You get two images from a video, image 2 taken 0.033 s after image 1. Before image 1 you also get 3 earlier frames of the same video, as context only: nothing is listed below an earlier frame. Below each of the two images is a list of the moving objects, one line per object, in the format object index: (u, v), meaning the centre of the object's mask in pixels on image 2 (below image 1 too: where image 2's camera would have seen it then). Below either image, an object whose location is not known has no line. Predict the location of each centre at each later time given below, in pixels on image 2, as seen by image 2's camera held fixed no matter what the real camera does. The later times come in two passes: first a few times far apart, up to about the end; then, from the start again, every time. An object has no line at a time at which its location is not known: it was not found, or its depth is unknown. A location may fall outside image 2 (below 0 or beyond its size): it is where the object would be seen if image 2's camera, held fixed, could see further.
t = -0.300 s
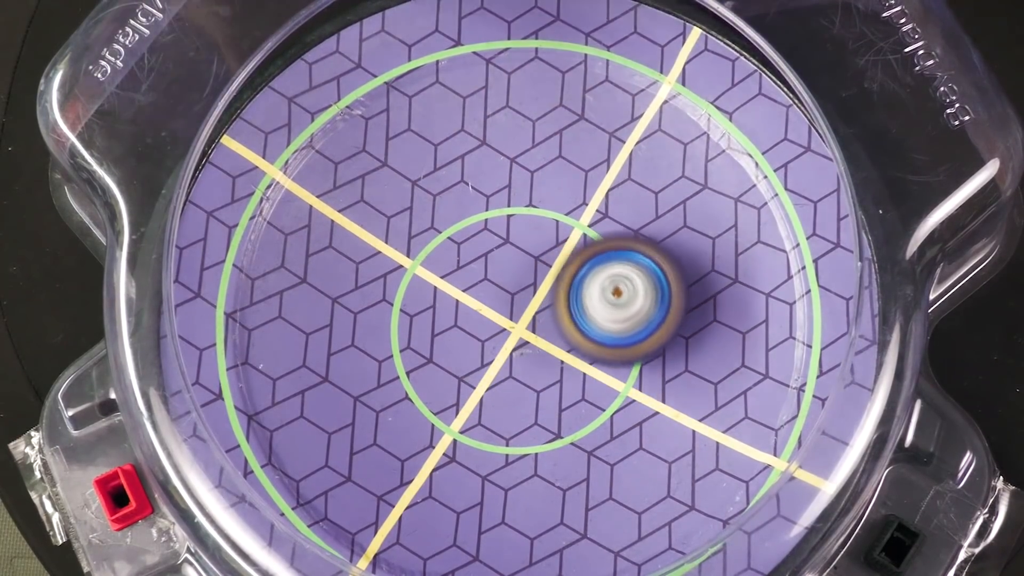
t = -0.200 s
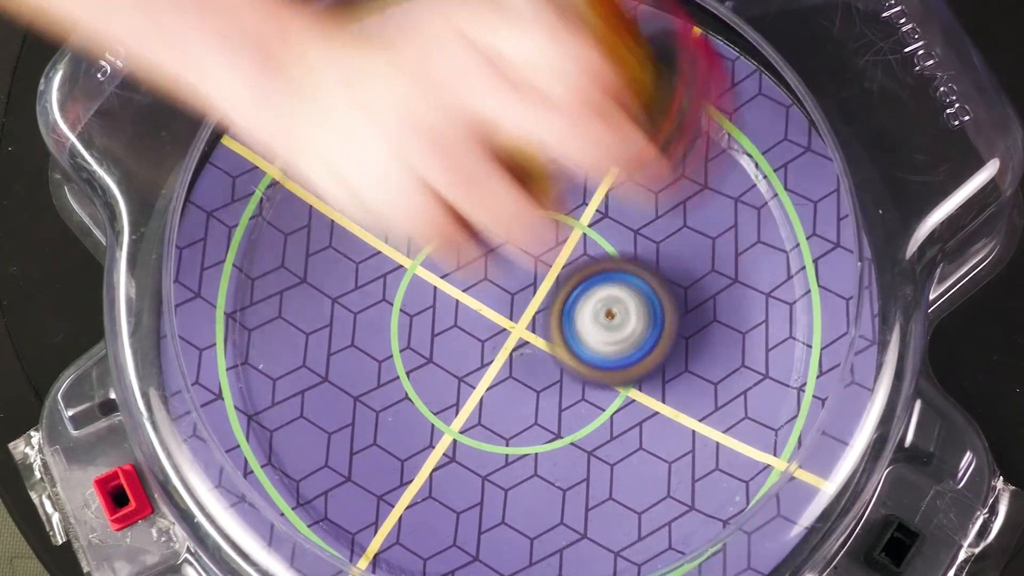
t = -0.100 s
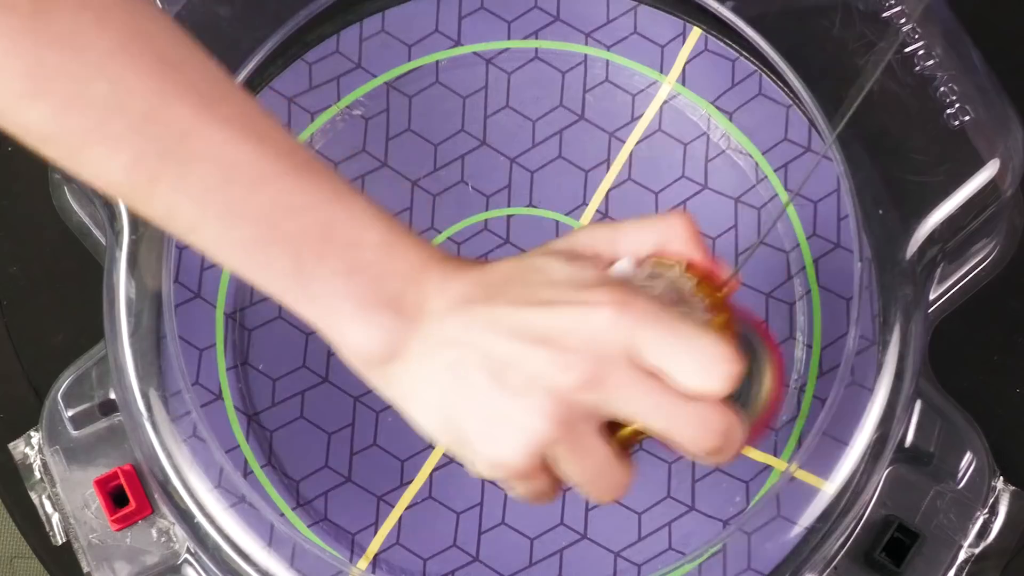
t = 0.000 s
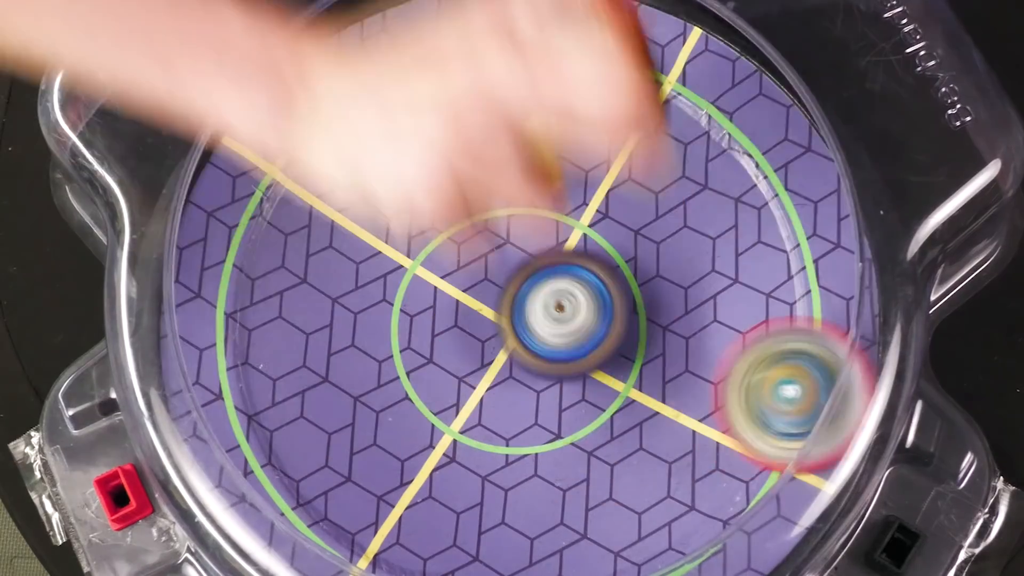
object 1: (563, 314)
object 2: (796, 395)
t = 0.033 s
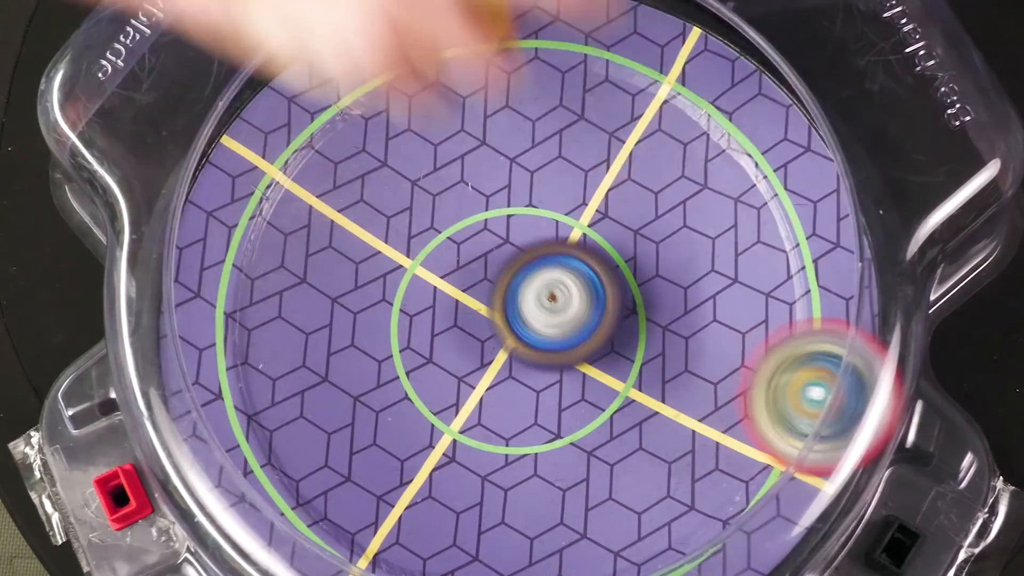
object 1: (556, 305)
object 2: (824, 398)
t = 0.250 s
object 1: (541, 225)
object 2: (800, 445)
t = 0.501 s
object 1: (612, 205)
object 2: (749, 517)
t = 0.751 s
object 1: (608, 314)
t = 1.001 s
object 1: (446, 294)
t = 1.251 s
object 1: (375, 113)
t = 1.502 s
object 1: (574, 108)
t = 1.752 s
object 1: (597, 331)
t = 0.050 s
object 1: (553, 299)
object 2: (825, 398)
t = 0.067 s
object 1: (548, 292)
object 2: (822, 397)
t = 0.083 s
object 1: (546, 287)
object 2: (818, 398)
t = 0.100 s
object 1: (544, 280)
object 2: (818, 400)
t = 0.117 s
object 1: (541, 275)
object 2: (820, 401)
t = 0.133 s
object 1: (539, 269)
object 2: (821, 403)
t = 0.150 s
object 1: (538, 262)
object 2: (821, 406)
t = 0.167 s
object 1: (537, 256)
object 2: (818, 411)
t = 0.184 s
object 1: (537, 249)
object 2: (816, 418)
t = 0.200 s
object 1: (537, 242)
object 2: (815, 425)
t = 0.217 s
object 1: (538, 236)
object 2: (813, 431)
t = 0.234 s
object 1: (539, 230)
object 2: (807, 438)
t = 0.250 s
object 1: (541, 225)
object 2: (800, 445)
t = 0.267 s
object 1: (544, 220)
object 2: (798, 455)
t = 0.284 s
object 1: (547, 215)
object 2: (796, 464)
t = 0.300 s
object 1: (549, 211)
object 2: (792, 471)
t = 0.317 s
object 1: (552, 207)
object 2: (787, 478)
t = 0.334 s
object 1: (556, 203)
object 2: (783, 484)
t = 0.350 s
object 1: (561, 201)
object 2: (779, 490)
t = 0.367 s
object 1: (565, 198)
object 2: (774, 496)
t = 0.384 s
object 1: (570, 197)
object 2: (770, 501)
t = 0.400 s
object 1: (576, 196)
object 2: (766, 504)
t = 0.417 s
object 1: (582, 196)
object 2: (763, 507)
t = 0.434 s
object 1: (587, 197)
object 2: (760, 509)
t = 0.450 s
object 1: (594, 197)
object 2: (757, 512)
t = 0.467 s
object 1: (600, 199)
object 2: (755, 514)
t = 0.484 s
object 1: (606, 202)
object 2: (752, 516)
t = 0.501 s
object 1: (612, 205)
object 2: (749, 517)
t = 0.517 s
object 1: (617, 209)
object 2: (747, 518)
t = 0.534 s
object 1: (623, 215)
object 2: (745, 519)
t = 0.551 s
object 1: (627, 220)
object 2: (743, 520)
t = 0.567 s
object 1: (631, 226)
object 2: (742, 521)
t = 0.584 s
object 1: (635, 233)
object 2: (740, 521)
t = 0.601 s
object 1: (637, 240)
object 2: (738, 521)
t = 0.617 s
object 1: (638, 248)
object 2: (736, 521)
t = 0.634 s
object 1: (639, 256)
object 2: (734, 521)
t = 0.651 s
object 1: (638, 264)
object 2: (732, 521)
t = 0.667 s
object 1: (637, 273)
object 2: (729, 521)
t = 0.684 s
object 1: (634, 282)
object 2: (726, 521)
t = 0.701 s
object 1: (629, 290)
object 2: (722, 521)
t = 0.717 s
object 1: (624, 299)
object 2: (718, 521)
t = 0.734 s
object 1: (617, 306)
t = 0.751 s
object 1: (608, 314)
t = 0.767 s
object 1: (600, 319)
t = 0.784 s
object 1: (590, 325)
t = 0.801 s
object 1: (578, 329)
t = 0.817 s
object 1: (565, 332)
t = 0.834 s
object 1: (554, 333)
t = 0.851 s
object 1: (540, 334)
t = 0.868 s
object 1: (528, 332)
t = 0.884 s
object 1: (516, 331)
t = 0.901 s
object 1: (504, 329)
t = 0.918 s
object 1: (492, 326)
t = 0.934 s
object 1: (482, 321)
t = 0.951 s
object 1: (472, 316)
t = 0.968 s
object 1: (462, 309)
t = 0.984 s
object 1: (454, 302)
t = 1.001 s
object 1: (446, 294)
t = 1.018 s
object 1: (440, 286)
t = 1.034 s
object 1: (424, 271)
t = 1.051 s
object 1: (408, 255)
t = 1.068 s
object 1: (395, 240)
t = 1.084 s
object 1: (383, 225)
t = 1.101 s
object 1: (373, 210)
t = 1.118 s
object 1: (366, 198)
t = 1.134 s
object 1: (359, 183)
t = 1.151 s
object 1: (356, 171)
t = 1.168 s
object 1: (354, 161)
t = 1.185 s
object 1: (355, 150)
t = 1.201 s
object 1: (358, 139)
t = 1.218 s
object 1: (362, 129)
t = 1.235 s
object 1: (368, 120)
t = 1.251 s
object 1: (375, 113)
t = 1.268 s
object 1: (384, 105)
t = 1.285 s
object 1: (393, 99)
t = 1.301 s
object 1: (404, 94)
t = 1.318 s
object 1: (416, 89)
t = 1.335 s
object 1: (429, 86)
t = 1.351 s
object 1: (444, 83)
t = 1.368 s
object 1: (458, 82)
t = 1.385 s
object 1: (474, 80)
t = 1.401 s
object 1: (489, 81)
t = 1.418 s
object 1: (503, 82)
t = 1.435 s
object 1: (518, 84)
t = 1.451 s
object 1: (531, 89)
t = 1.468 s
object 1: (546, 94)
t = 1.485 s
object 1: (560, 101)
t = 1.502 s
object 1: (574, 108)
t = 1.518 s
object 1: (587, 117)
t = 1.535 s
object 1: (598, 128)
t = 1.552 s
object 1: (609, 140)
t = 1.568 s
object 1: (618, 152)
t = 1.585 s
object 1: (625, 167)
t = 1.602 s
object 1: (632, 183)
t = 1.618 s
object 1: (636, 198)
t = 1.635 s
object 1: (637, 215)
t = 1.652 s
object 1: (638, 231)
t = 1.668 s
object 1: (635, 249)
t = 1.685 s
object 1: (631, 266)
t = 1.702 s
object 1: (624, 282)
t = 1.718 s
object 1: (616, 300)
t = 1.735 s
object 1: (607, 316)
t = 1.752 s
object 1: (597, 331)
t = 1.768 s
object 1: (583, 346)
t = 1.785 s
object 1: (572, 358)
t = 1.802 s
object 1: (559, 370)
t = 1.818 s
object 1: (545, 379)
